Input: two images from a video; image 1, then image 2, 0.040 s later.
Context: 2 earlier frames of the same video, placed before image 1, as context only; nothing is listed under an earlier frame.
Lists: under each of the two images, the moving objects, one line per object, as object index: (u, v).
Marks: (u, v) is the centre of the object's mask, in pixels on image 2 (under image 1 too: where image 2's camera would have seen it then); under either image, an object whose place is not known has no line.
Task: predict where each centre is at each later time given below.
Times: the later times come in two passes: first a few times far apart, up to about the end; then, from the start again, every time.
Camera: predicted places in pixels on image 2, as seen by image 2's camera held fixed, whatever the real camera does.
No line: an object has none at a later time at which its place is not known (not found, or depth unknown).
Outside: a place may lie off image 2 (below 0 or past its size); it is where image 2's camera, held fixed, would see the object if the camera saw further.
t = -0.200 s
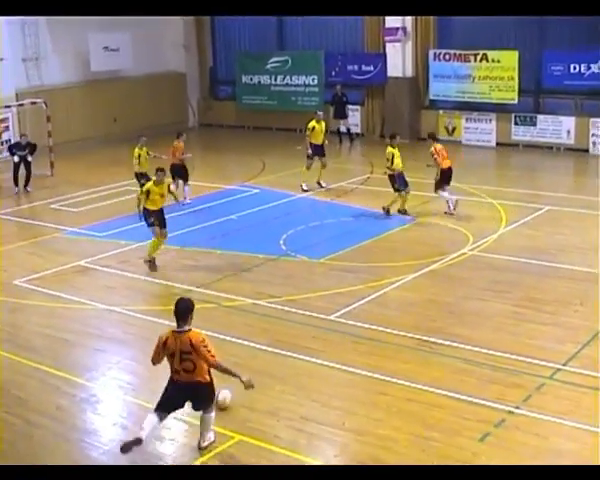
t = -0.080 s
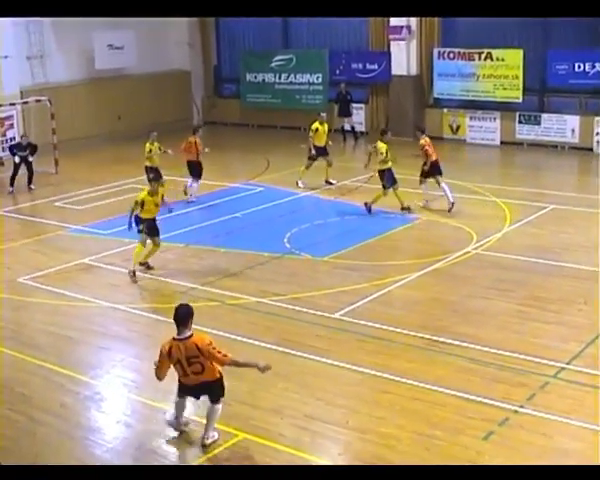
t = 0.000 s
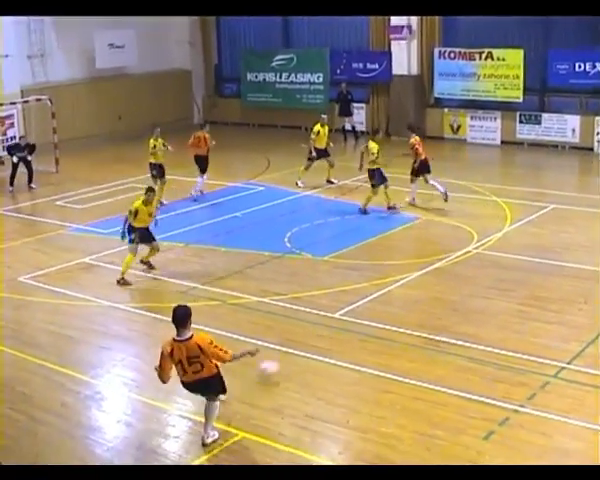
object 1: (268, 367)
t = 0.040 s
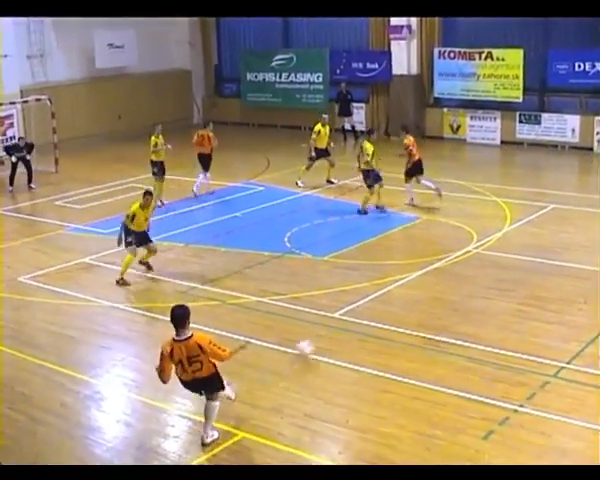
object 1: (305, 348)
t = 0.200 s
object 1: (418, 296)
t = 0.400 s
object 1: (509, 250)
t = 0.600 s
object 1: (570, 219)
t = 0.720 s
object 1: (596, 206)
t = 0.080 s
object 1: (337, 332)
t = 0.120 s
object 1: (367, 322)
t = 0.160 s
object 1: (395, 308)
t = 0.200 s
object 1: (418, 296)
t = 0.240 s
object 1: (440, 284)
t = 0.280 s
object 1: (460, 275)
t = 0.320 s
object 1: (478, 266)
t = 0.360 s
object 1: (494, 257)
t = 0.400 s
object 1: (509, 250)
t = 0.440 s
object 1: (524, 243)
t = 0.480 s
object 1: (537, 237)
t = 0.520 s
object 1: (549, 231)
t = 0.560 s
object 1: (559, 225)
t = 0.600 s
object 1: (570, 219)
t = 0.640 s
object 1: (579, 215)
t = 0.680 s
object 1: (589, 211)
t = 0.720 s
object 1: (596, 206)
